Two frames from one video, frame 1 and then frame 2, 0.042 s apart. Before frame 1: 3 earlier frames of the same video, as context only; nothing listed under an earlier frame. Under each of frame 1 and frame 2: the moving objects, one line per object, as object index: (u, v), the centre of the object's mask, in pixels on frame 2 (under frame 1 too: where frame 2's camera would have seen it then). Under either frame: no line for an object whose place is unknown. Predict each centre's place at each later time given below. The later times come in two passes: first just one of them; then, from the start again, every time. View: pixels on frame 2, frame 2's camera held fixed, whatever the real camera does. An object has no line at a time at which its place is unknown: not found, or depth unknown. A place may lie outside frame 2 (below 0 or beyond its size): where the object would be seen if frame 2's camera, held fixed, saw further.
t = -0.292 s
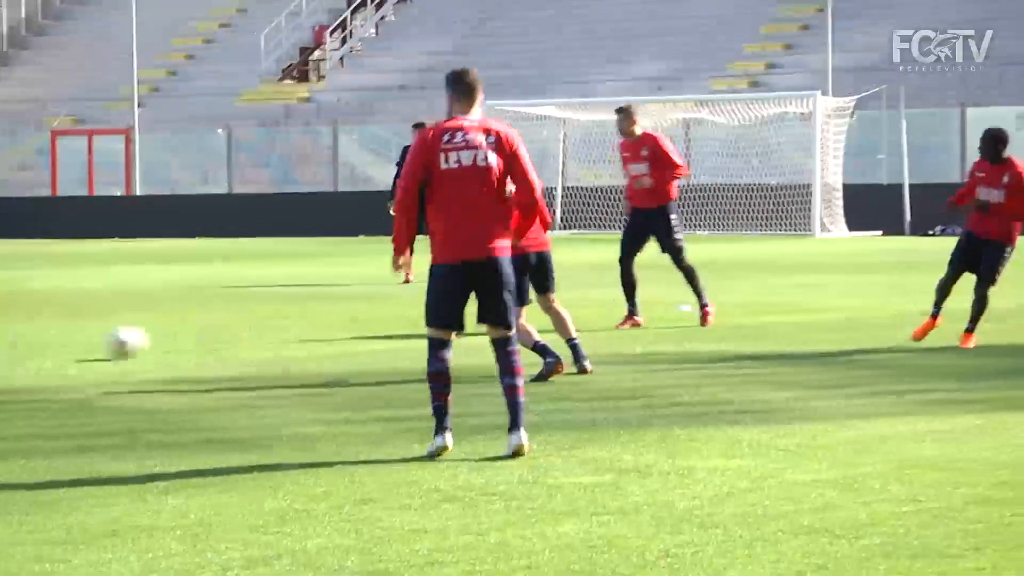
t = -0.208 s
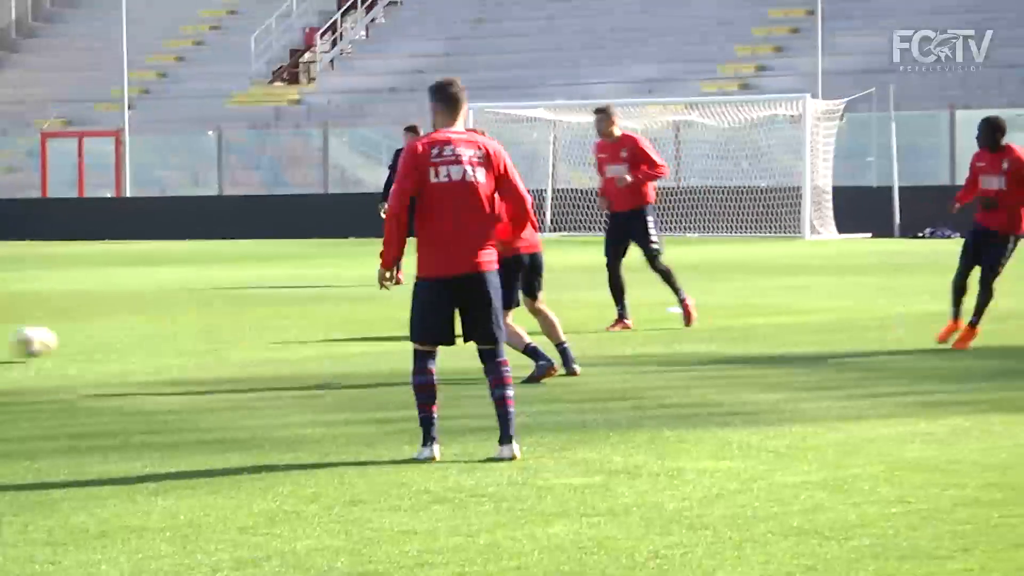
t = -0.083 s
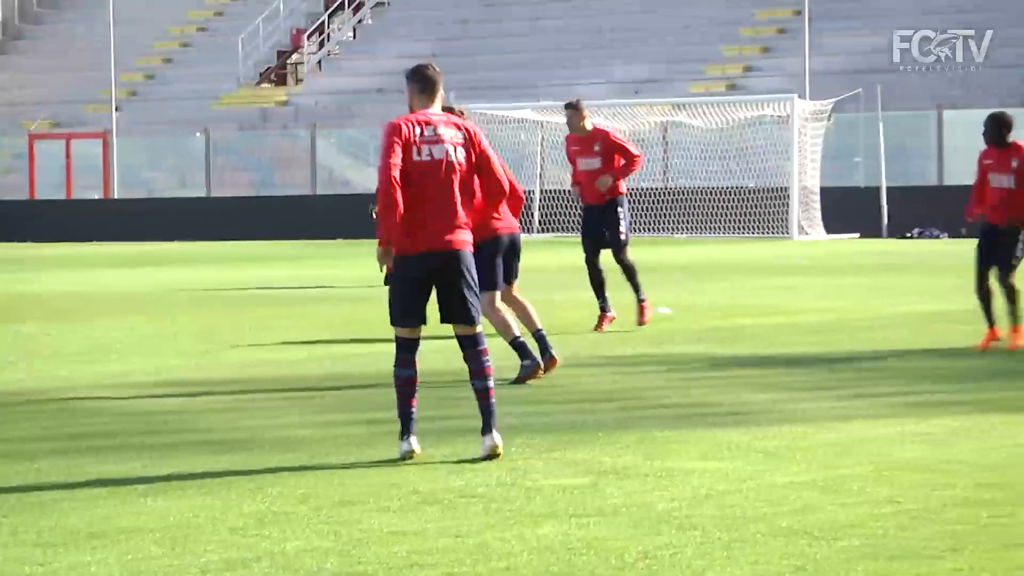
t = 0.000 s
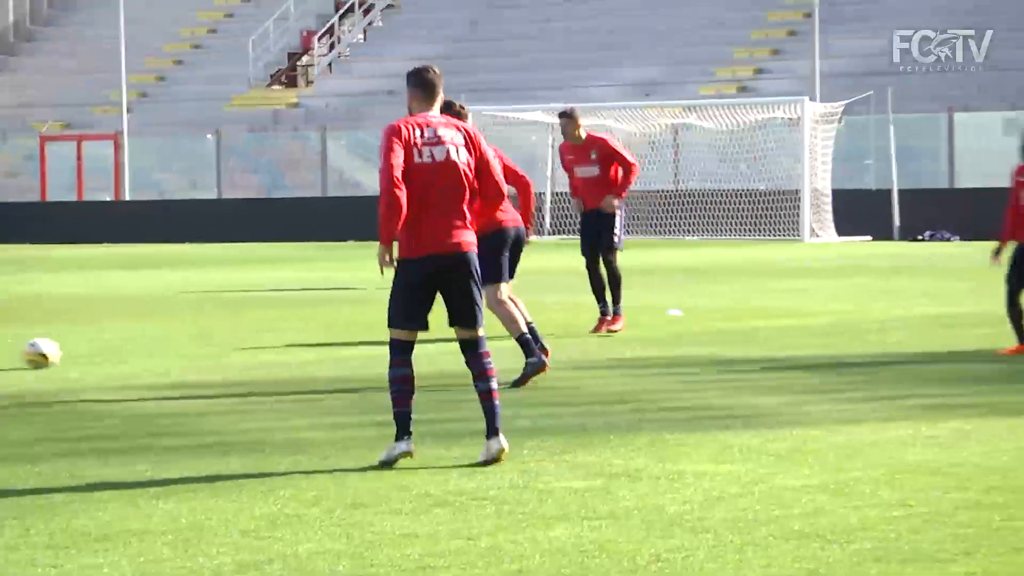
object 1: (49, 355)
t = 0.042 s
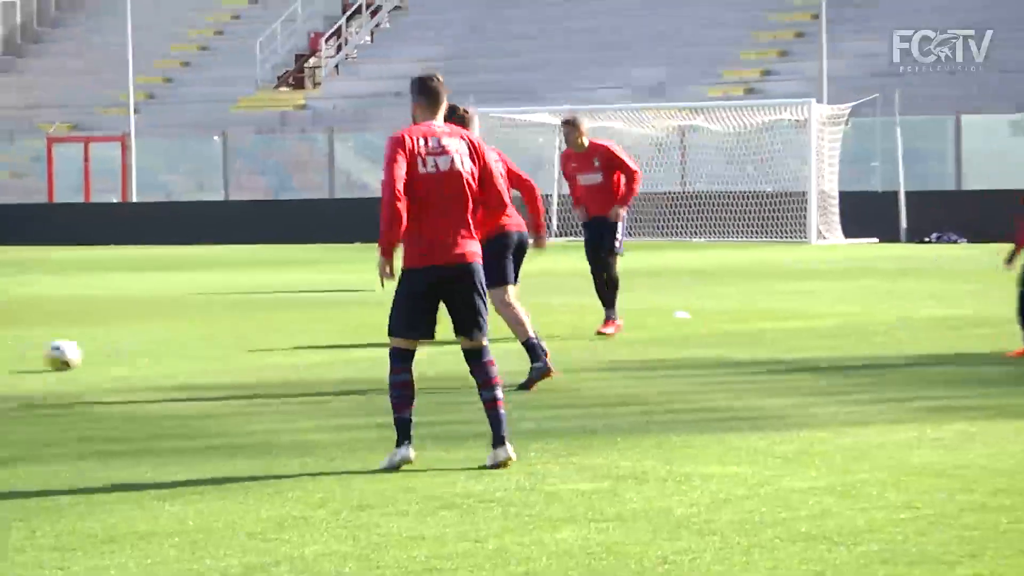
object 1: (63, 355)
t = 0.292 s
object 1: (125, 359)
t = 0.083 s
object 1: (77, 356)
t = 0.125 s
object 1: (90, 357)
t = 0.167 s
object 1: (101, 357)
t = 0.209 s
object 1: (112, 358)
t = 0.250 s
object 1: (120, 359)
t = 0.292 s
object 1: (125, 359)
